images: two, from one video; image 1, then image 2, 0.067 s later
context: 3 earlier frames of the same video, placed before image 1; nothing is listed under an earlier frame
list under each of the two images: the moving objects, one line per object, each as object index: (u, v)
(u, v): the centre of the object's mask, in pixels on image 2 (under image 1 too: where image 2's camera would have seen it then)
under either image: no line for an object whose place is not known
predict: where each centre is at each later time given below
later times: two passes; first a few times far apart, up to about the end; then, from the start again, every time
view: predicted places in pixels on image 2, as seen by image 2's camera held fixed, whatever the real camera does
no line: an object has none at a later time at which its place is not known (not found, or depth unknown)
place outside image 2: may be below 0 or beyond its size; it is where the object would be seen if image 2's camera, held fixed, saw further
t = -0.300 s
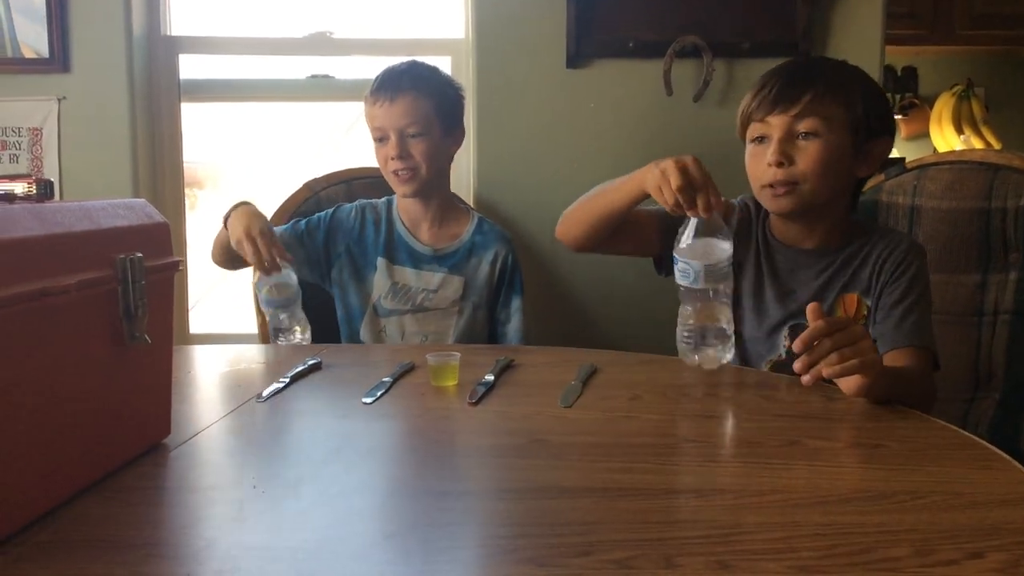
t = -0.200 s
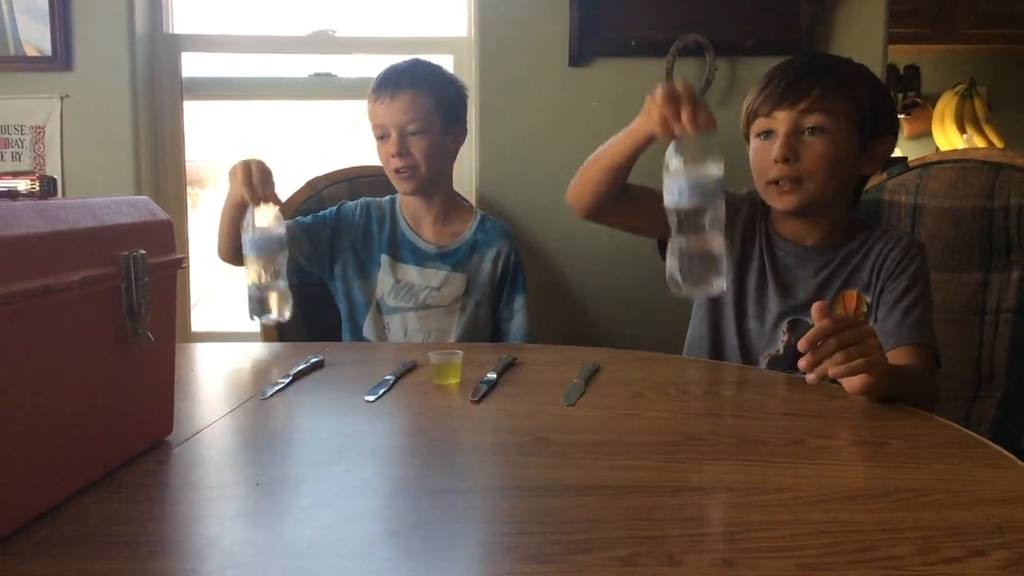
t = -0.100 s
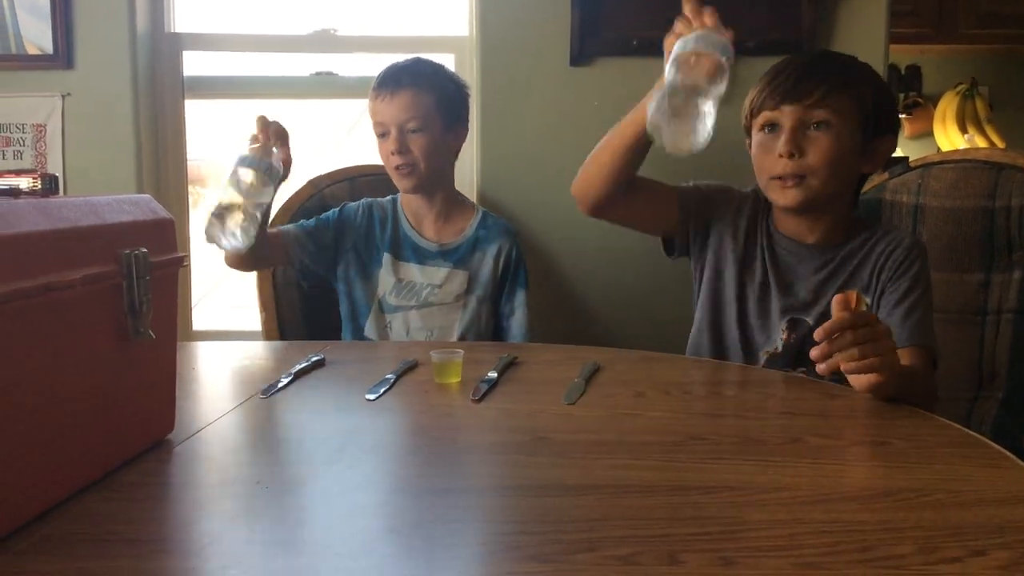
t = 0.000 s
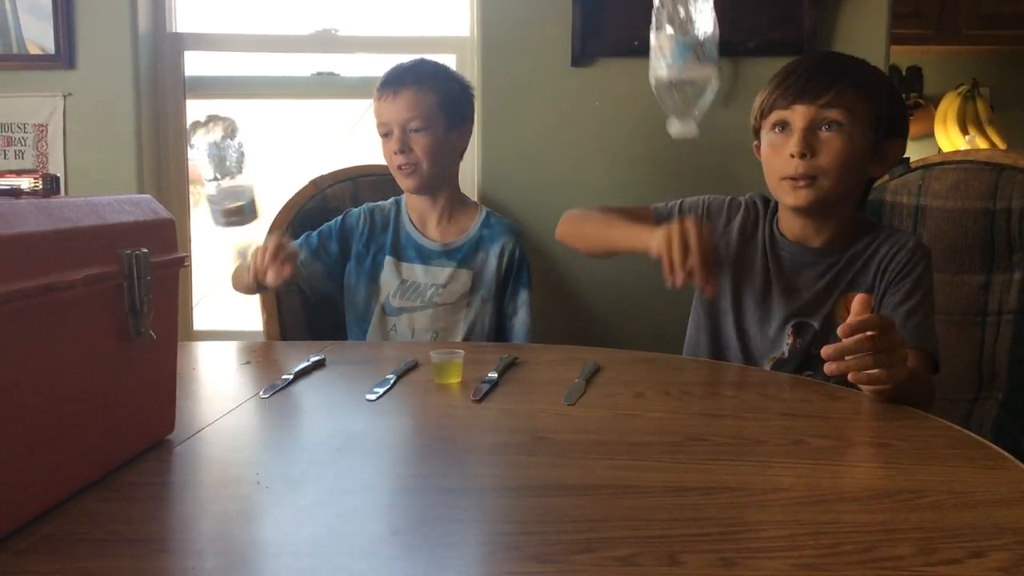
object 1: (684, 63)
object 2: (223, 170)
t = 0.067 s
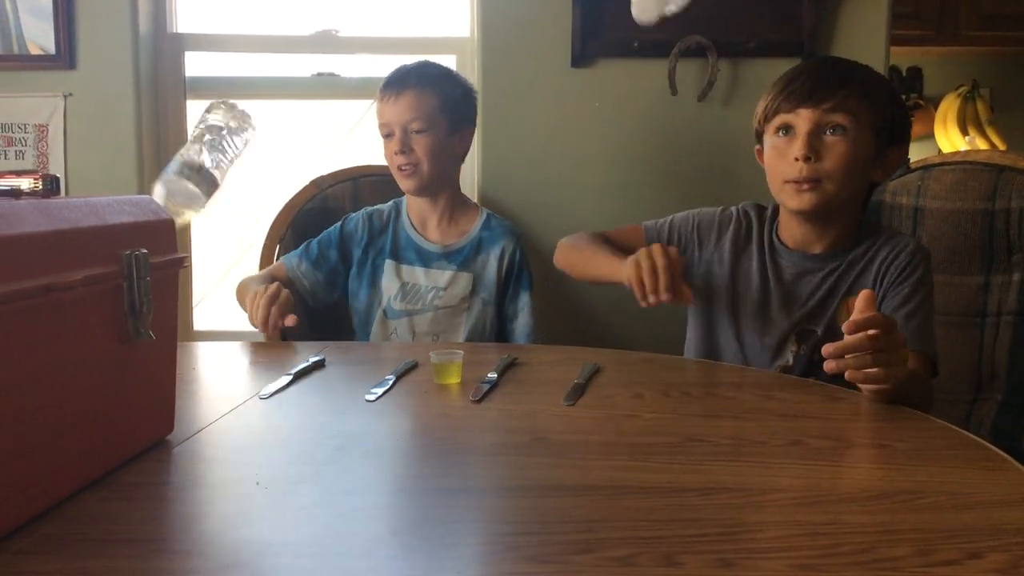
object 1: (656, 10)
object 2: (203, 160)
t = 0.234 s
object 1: (666, 44)
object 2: (217, 266)
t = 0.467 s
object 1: (634, 402)
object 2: (215, 352)
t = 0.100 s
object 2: (196, 159)
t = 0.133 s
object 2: (197, 164)
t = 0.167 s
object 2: (199, 184)
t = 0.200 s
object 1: (673, 17)
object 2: (204, 216)
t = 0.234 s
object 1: (666, 44)
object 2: (217, 266)
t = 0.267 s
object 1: (660, 101)
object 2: (217, 322)
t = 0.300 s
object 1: (657, 176)
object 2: (215, 349)
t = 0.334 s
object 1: (653, 266)
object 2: (216, 350)
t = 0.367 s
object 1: (646, 354)
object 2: (216, 351)
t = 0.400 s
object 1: (634, 408)
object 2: (216, 352)
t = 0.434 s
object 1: (637, 405)
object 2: (216, 352)
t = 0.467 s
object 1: (634, 402)
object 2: (215, 352)
